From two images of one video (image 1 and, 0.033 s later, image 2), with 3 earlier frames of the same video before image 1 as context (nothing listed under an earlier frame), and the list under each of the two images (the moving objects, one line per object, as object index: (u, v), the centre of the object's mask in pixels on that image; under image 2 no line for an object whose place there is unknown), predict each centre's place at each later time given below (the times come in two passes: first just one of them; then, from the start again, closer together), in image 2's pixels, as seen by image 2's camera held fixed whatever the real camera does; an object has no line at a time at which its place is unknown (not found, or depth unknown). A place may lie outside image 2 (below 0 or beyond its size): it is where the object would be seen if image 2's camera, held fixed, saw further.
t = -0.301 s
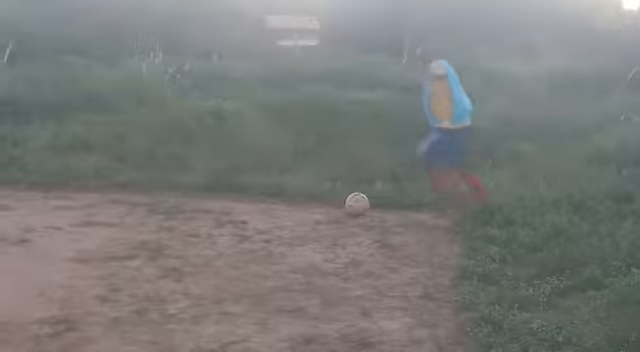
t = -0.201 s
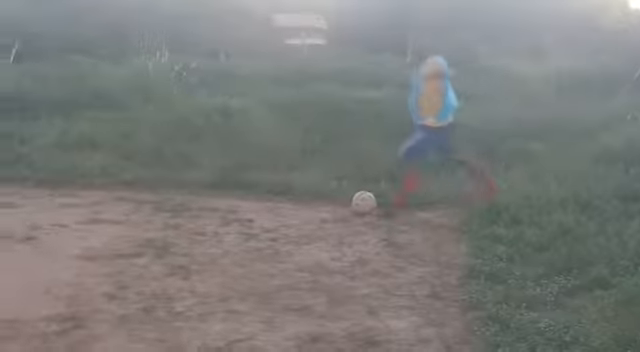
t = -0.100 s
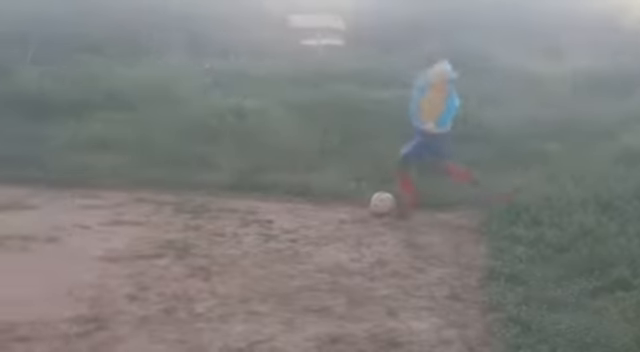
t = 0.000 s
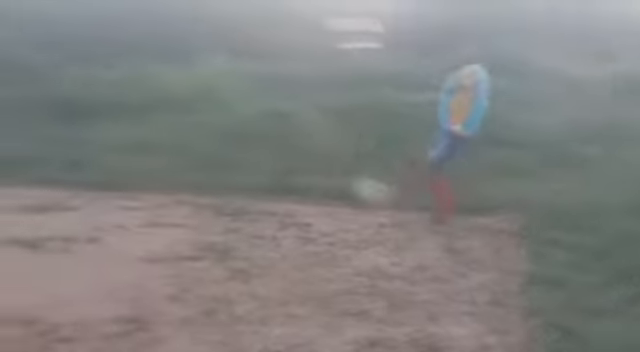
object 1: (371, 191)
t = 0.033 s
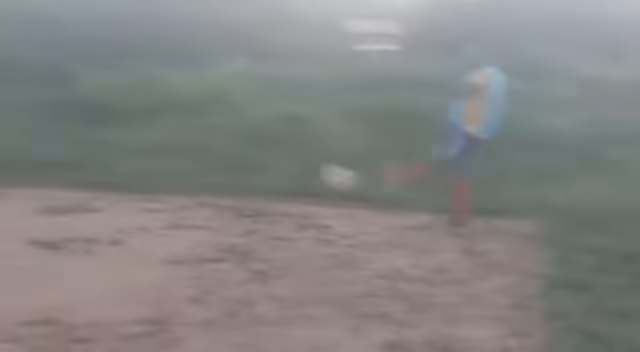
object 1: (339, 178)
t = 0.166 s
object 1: (124, 122)
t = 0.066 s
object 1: (287, 162)
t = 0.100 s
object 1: (233, 150)
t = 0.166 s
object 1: (124, 122)
